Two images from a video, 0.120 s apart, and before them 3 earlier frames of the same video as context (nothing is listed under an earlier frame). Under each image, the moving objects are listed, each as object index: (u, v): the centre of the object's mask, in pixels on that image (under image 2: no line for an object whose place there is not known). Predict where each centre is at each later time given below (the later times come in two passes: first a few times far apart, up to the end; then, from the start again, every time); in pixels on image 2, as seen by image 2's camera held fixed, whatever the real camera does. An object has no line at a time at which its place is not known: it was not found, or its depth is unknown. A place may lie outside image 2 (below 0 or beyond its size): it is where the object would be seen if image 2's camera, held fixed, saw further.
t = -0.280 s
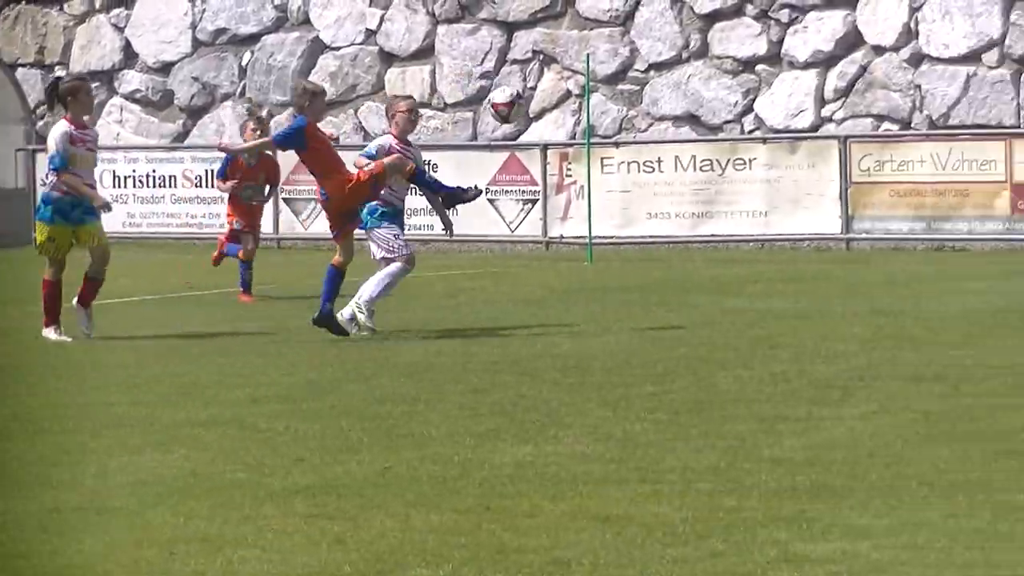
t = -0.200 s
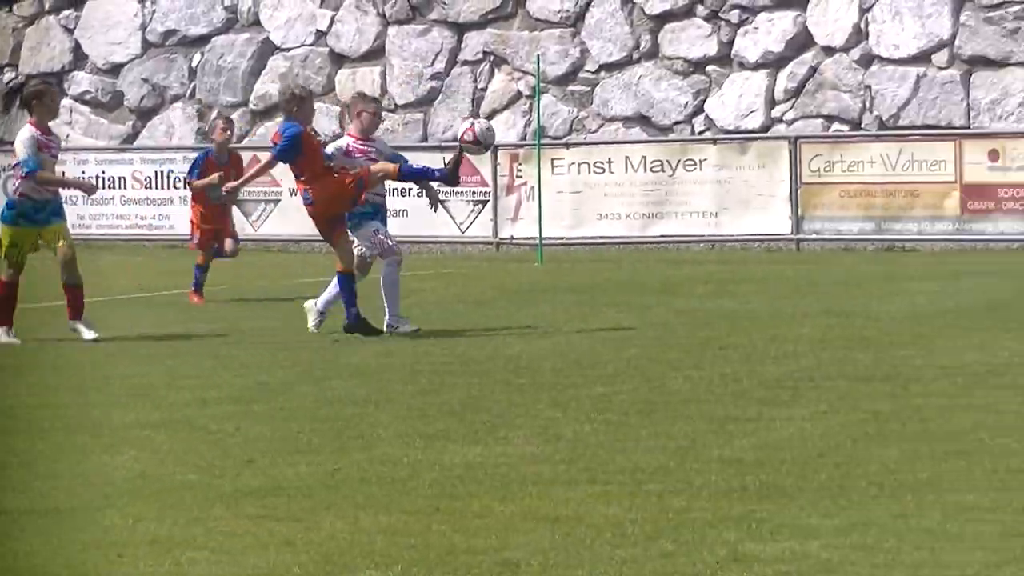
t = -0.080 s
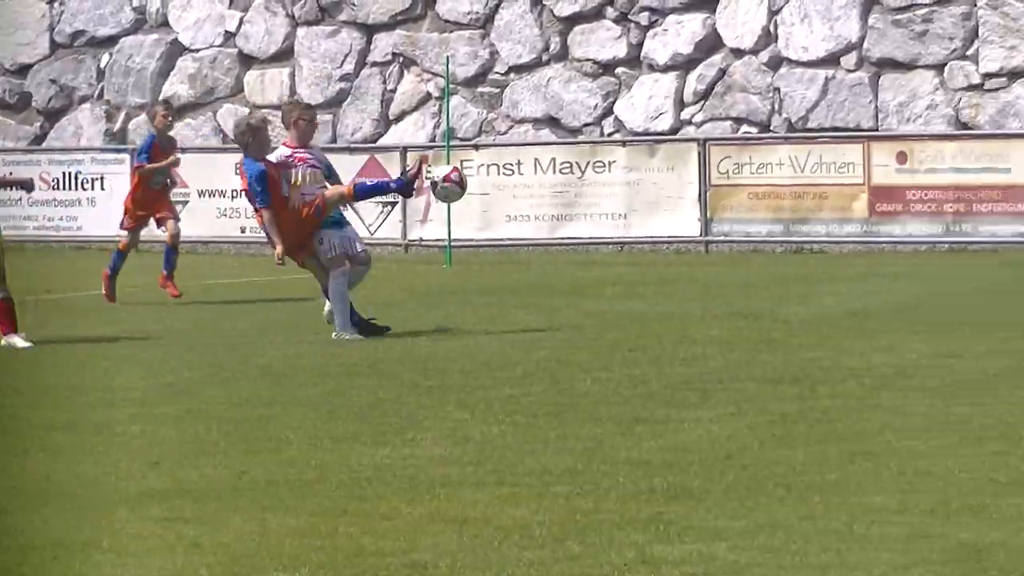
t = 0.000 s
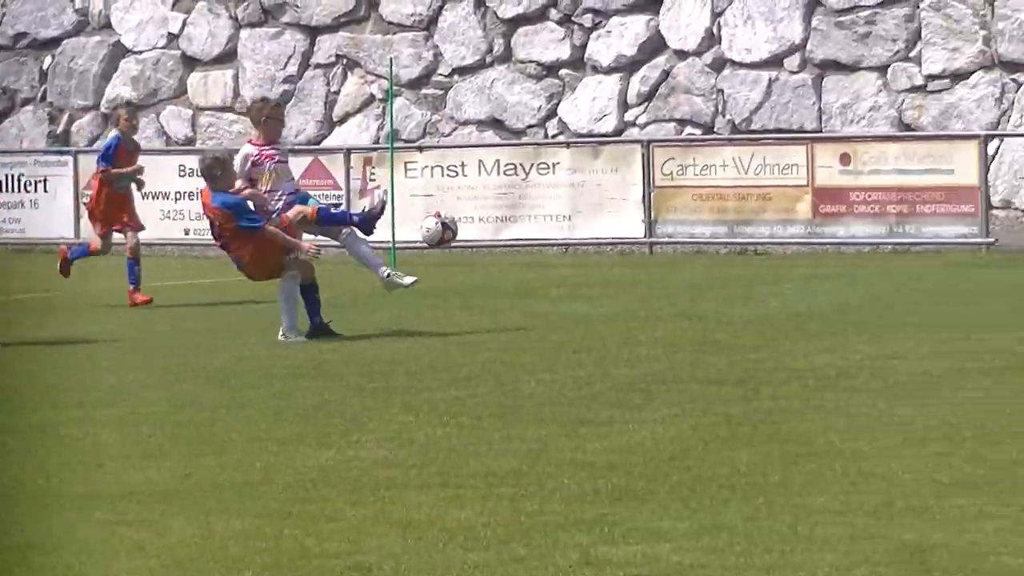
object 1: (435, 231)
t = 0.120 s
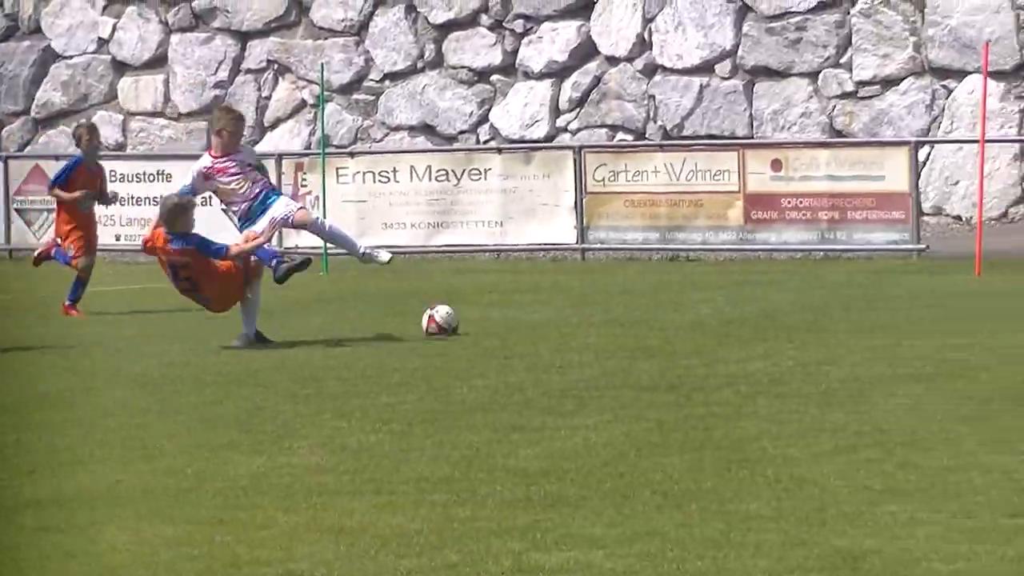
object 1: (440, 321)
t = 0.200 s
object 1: (472, 279)
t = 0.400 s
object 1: (554, 211)
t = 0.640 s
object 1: (651, 218)
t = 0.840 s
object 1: (730, 300)
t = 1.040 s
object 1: (803, 259)
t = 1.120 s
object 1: (831, 253)
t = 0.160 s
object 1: (455, 301)
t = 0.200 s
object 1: (472, 279)
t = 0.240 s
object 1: (488, 260)
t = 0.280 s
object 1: (504, 244)
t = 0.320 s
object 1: (520, 229)
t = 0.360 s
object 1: (537, 218)
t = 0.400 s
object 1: (554, 211)
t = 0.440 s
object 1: (569, 206)
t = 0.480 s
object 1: (585, 203)
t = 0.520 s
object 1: (600, 202)
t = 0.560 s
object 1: (617, 204)
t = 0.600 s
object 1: (634, 210)
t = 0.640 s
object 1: (651, 218)
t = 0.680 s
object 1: (667, 229)
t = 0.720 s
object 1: (683, 242)
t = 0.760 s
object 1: (698, 259)
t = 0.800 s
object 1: (714, 278)
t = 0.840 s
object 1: (730, 300)
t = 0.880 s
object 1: (746, 300)
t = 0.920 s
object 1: (760, 286)
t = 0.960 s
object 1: (774, 274)
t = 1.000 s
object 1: (789, 265)
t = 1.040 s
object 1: (803, 259)
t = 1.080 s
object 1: (816, 254)
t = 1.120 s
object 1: (831, 253)
